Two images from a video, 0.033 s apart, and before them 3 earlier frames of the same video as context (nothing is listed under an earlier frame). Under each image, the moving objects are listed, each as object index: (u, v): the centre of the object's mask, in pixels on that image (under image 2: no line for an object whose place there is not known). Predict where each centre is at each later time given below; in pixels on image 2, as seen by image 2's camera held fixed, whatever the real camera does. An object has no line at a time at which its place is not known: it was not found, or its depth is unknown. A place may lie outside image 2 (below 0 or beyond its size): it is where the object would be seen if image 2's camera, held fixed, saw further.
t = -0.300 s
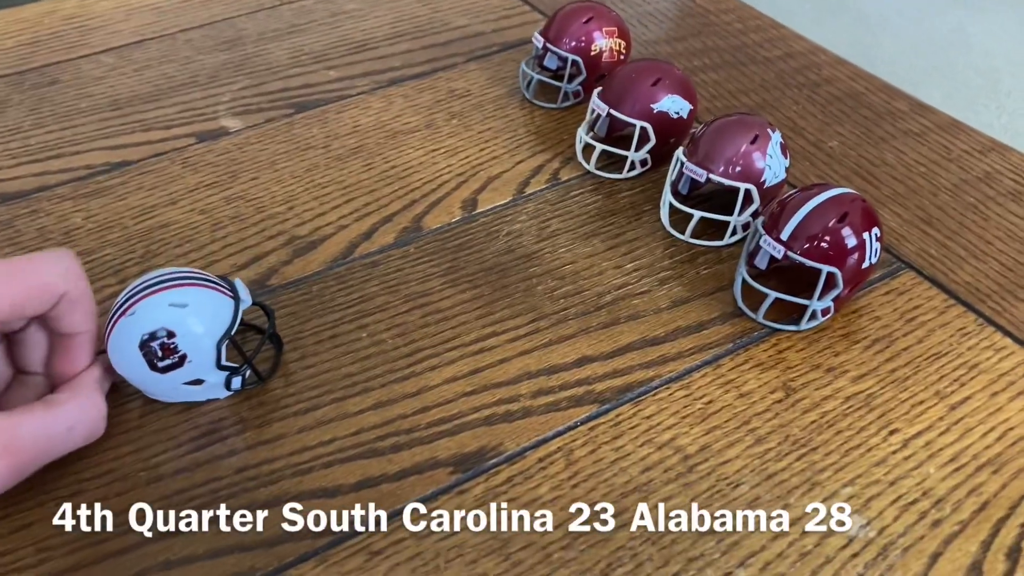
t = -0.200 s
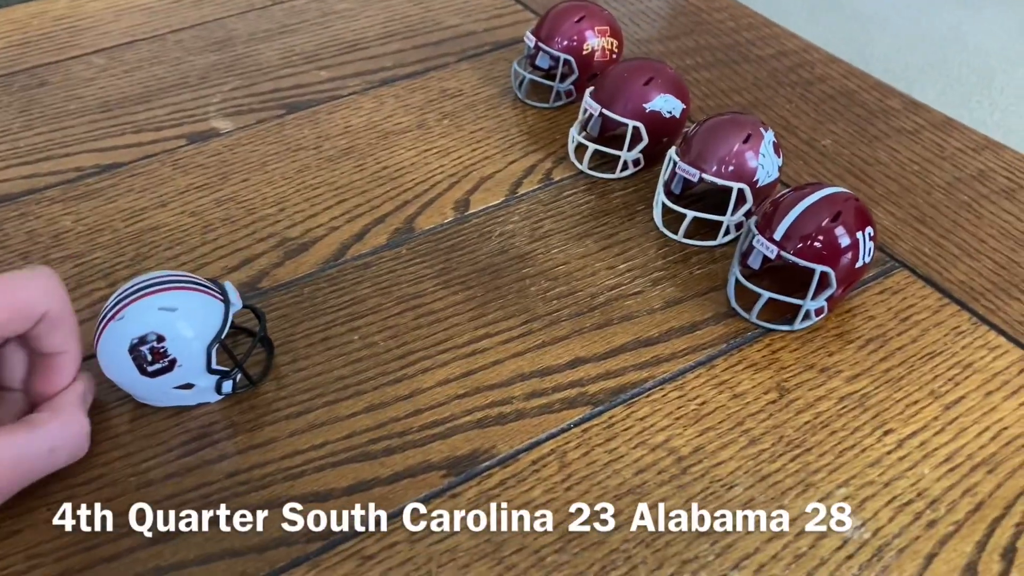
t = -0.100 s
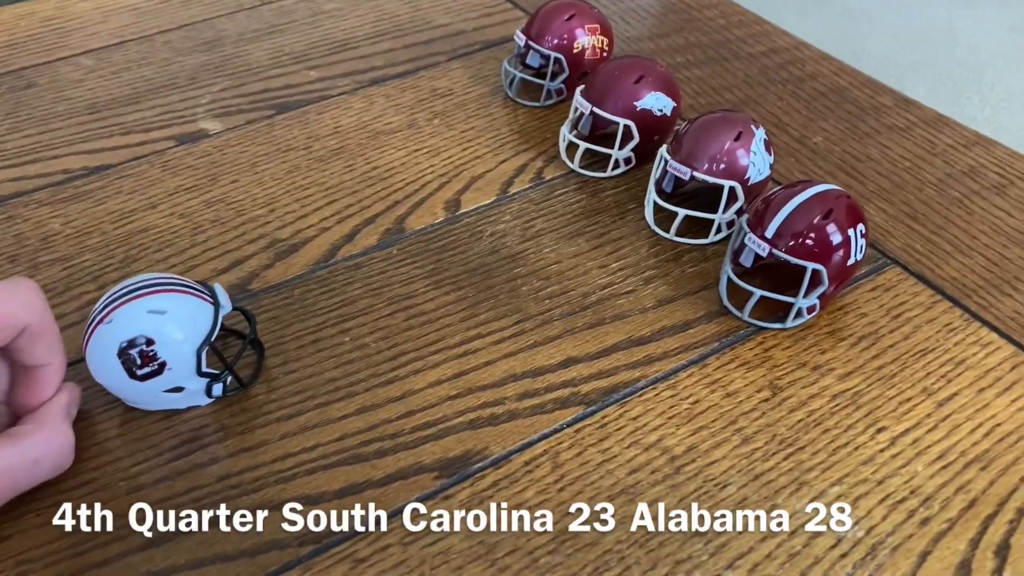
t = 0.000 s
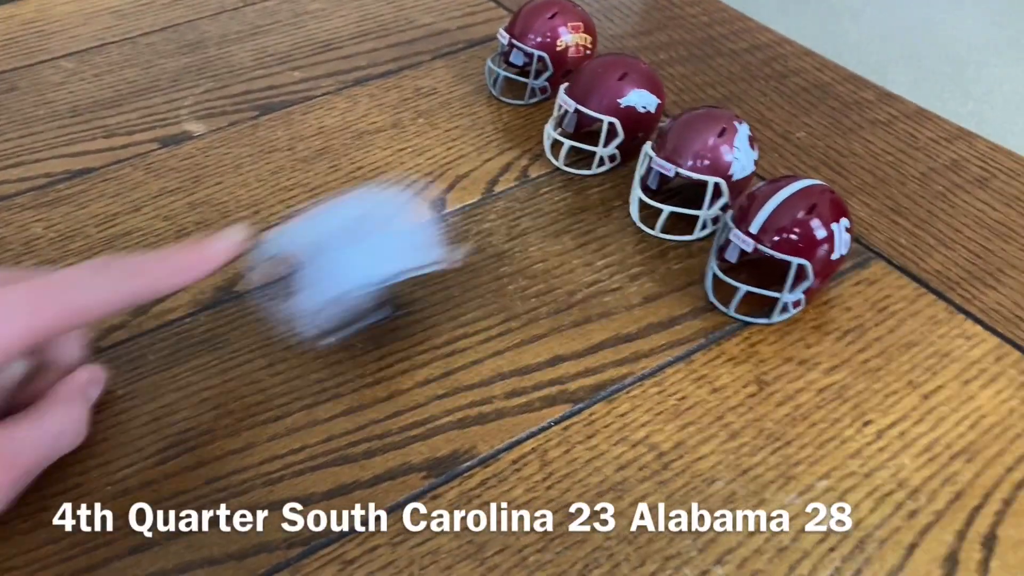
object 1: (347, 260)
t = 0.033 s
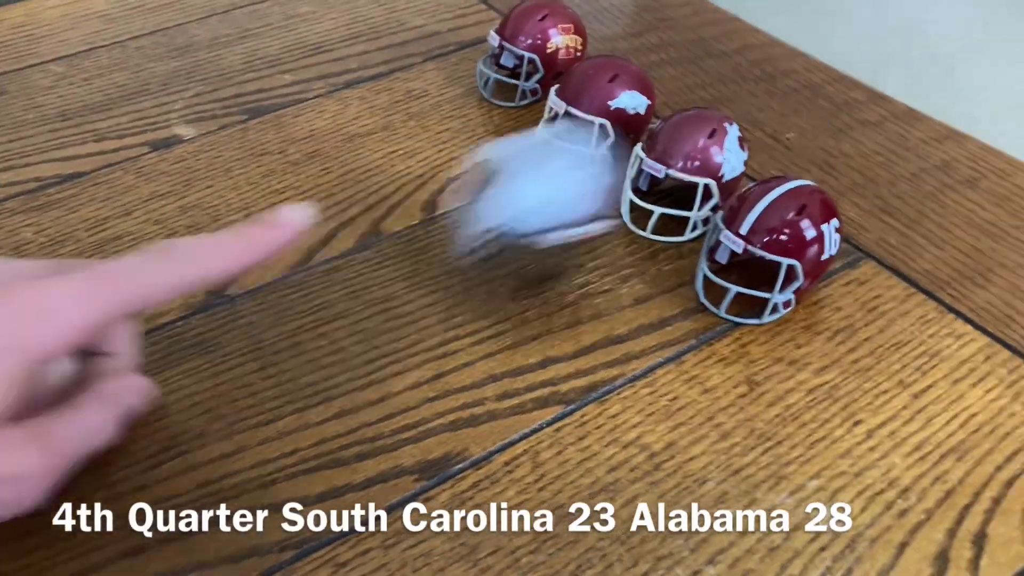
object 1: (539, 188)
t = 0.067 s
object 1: (674, 147)
